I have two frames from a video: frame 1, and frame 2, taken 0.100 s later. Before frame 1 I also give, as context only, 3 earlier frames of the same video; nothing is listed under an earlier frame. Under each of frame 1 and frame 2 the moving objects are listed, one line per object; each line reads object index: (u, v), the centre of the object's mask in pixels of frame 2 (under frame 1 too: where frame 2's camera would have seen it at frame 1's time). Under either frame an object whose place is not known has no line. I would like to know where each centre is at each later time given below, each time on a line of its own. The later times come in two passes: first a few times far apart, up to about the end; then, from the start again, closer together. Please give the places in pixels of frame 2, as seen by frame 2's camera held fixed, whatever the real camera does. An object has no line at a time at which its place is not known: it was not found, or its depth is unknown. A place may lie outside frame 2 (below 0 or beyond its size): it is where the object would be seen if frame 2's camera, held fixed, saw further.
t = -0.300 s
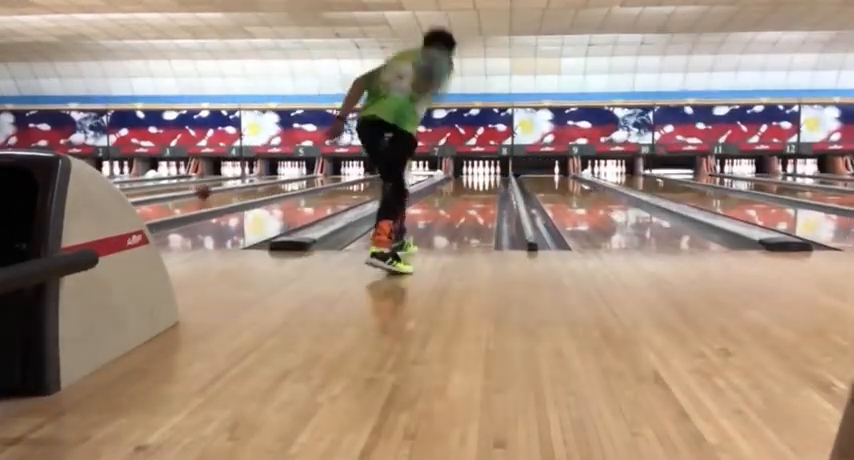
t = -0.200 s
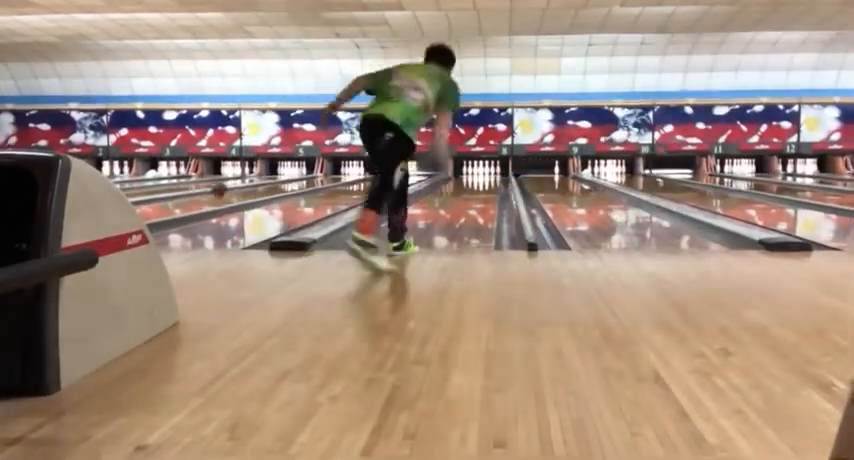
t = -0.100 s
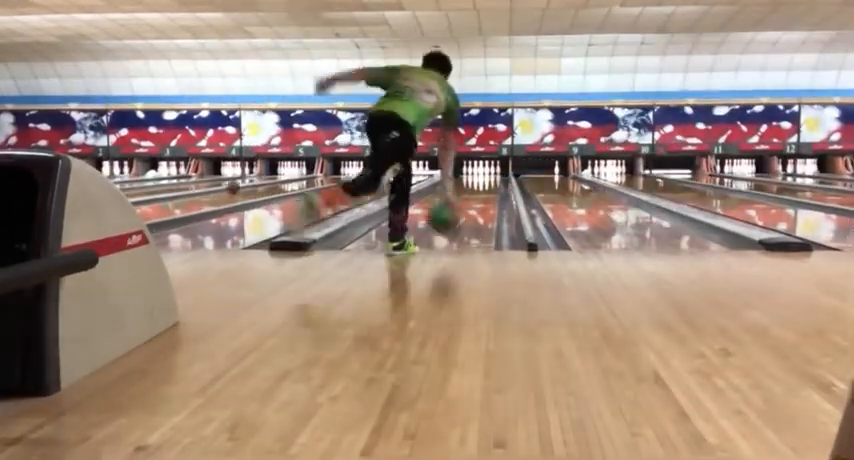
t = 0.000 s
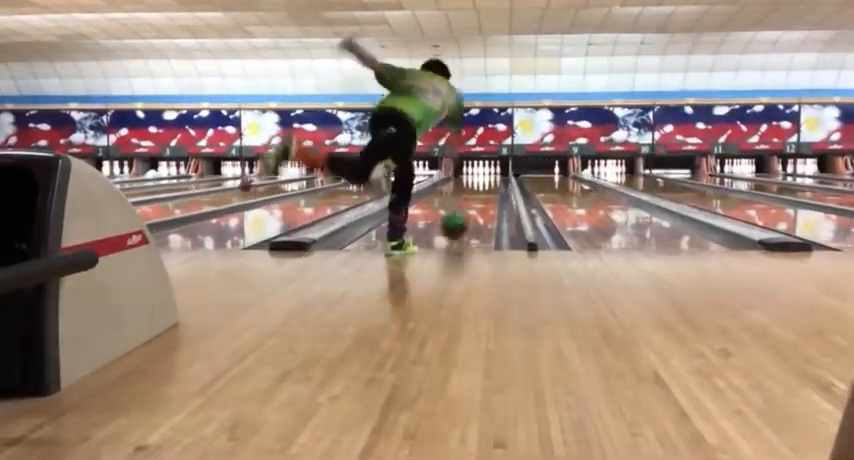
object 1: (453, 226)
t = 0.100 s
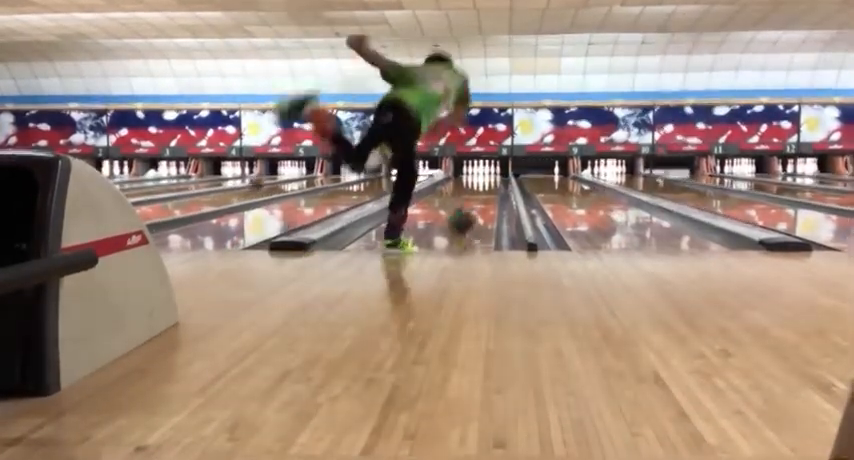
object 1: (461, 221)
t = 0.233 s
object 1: (468, 211)
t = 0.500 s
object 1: (475, 199)
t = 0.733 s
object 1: (483, 192)
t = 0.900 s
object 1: (481, 188)
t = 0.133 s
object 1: (463, 218)
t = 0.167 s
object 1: (465, 216)
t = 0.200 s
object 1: (467, 214)
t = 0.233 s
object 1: (468, 211)
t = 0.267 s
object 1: (469, 208)
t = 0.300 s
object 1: (470, 207)
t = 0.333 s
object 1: (471, 206)
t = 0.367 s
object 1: (474, 204)
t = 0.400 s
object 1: (474, 202)
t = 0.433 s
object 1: (474, 201)
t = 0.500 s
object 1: (475, 199)
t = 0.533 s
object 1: (477, 199)
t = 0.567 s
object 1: (479, 198)
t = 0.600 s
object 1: (480, 197)
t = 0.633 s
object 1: (479, 197)
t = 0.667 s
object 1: (480, 196)
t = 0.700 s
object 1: (480, 195)
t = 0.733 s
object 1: (483, 192)
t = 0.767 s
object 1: (483, 191)
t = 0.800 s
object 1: (482, 190)
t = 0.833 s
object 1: (482, 189)
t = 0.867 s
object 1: (483, 189)
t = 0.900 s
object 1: (481, 188)
